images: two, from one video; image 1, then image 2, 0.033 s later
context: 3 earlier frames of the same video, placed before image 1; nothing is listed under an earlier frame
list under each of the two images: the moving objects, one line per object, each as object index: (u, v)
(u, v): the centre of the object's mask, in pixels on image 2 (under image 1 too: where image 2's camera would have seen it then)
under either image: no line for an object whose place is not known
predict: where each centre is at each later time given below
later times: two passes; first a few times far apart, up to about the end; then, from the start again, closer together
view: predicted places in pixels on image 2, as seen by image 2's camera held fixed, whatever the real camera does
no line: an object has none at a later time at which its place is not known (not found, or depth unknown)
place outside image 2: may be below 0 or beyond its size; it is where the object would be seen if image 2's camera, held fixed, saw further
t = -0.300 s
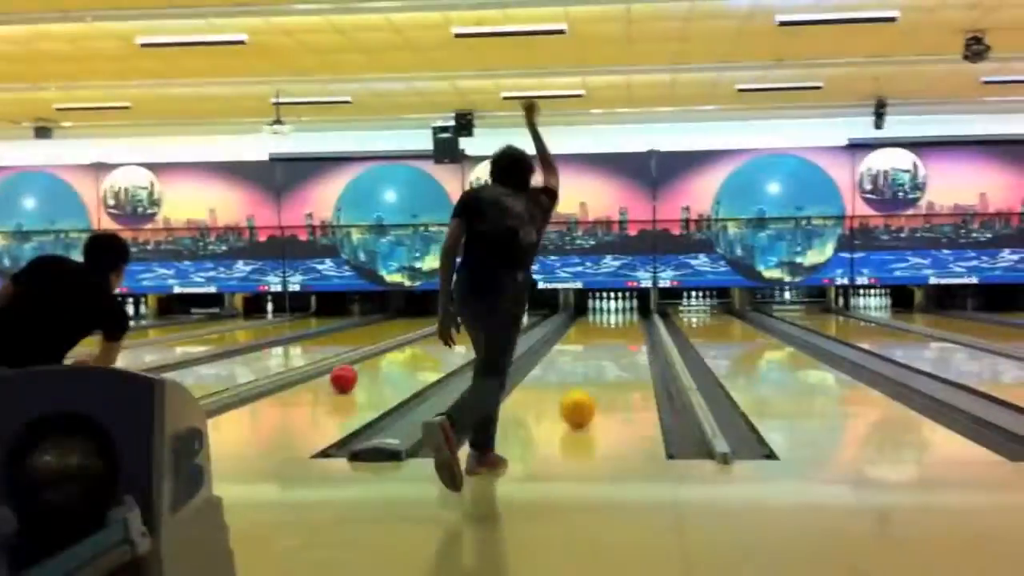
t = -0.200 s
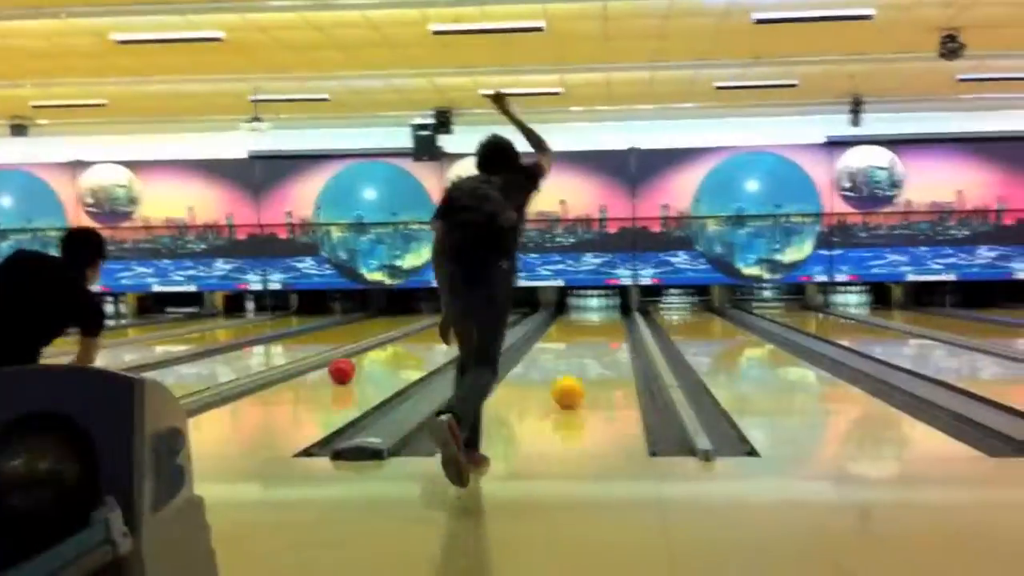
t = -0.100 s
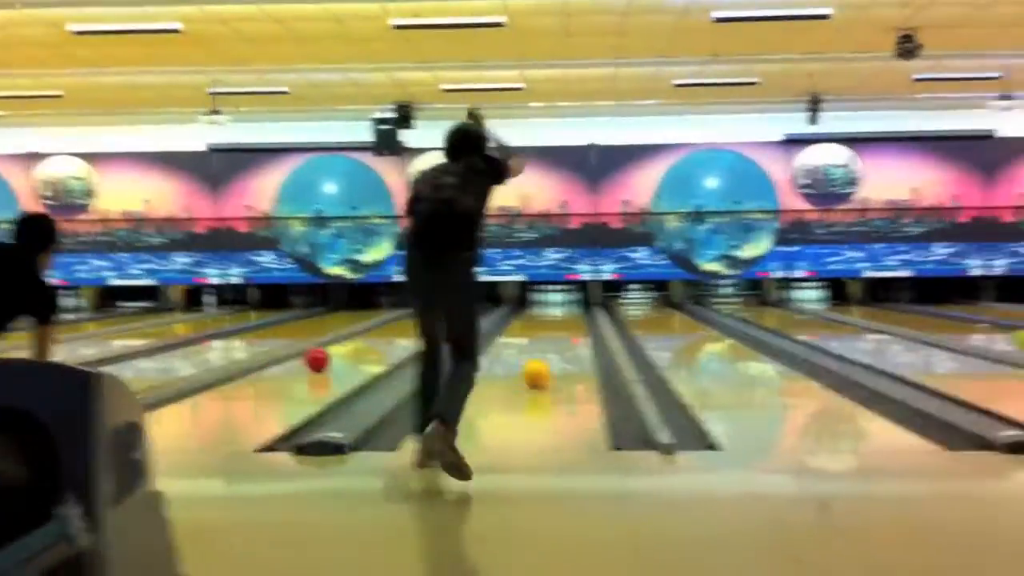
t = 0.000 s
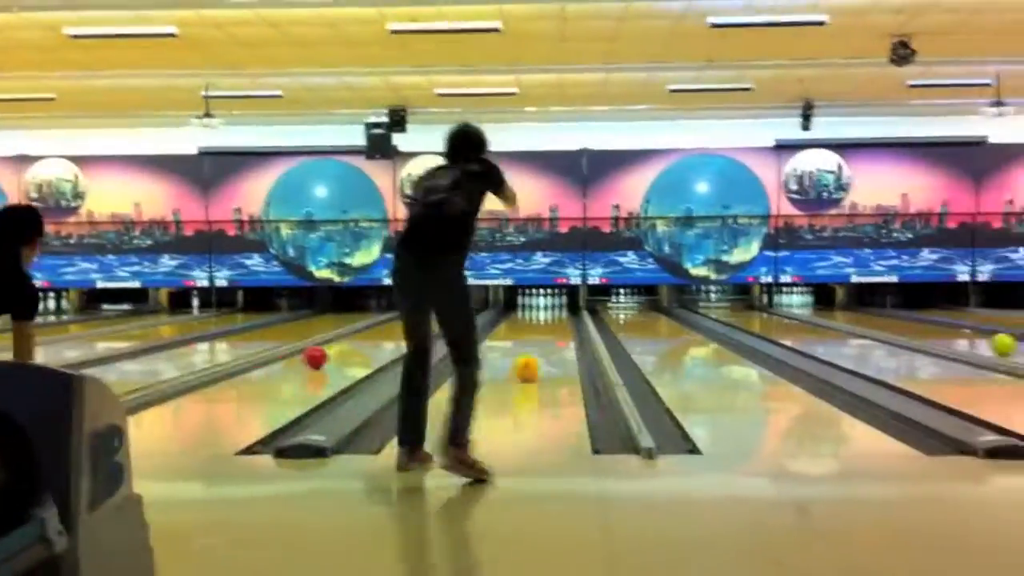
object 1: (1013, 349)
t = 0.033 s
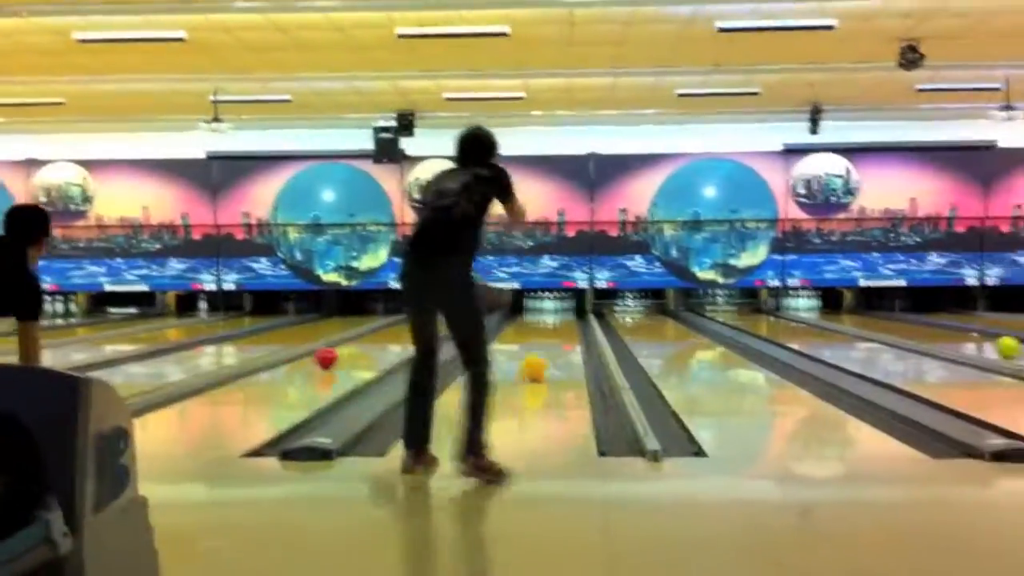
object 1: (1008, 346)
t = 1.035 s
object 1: (941, 338)
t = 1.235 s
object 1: (929, 335)
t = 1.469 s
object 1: (917, 334)
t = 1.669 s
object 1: (906, 332)
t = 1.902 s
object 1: (891, 332)
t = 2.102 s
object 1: (883, 330)
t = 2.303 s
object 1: (872, 327)
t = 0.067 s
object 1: (1005, 347)
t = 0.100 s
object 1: (1000, 346)
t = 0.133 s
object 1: (995, 345)
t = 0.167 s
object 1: (991, 345)
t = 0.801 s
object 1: (956, 340)
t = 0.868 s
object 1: (951, 339)
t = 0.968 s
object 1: (945, 338)
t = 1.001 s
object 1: (943, 338)
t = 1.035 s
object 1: (941, 338)
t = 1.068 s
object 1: (940, 338)
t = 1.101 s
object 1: (939, 338)
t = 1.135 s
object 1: (937, 337)
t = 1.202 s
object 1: (931, 336)
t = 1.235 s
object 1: (929, 335)
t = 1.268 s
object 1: (926, 334)
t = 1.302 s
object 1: (925, 334)
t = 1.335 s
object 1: (923, 334)
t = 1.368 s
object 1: (922, 334)
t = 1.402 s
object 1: (921, 334)
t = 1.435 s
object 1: (919, 334)
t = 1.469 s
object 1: (917, 334)
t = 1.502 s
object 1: (915, 333)
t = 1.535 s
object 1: (914, 333)
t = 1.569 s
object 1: (912, 333)
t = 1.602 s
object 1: (910, 332)
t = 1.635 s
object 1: (907, 332)
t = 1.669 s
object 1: (906, 332)
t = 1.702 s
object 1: (903, 332)
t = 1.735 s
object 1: (900, 333)
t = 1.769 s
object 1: (898, 333)
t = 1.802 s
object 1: (895, 333)
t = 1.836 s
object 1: (894, 332)
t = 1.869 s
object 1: (891, 332)
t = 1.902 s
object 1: (891, 332)
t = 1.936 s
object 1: (890, 332)
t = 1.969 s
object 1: (890, 332)
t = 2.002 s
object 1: (888, 332)
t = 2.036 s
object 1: (888, 332)
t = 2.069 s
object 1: (886, 331)
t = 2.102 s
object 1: (883, 330)
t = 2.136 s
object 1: (880, 329)
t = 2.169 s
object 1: (879, 329)
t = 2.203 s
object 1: (878, 329)
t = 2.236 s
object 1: (876, 329)
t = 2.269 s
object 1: (874, 328)
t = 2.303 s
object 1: (872, 327)
